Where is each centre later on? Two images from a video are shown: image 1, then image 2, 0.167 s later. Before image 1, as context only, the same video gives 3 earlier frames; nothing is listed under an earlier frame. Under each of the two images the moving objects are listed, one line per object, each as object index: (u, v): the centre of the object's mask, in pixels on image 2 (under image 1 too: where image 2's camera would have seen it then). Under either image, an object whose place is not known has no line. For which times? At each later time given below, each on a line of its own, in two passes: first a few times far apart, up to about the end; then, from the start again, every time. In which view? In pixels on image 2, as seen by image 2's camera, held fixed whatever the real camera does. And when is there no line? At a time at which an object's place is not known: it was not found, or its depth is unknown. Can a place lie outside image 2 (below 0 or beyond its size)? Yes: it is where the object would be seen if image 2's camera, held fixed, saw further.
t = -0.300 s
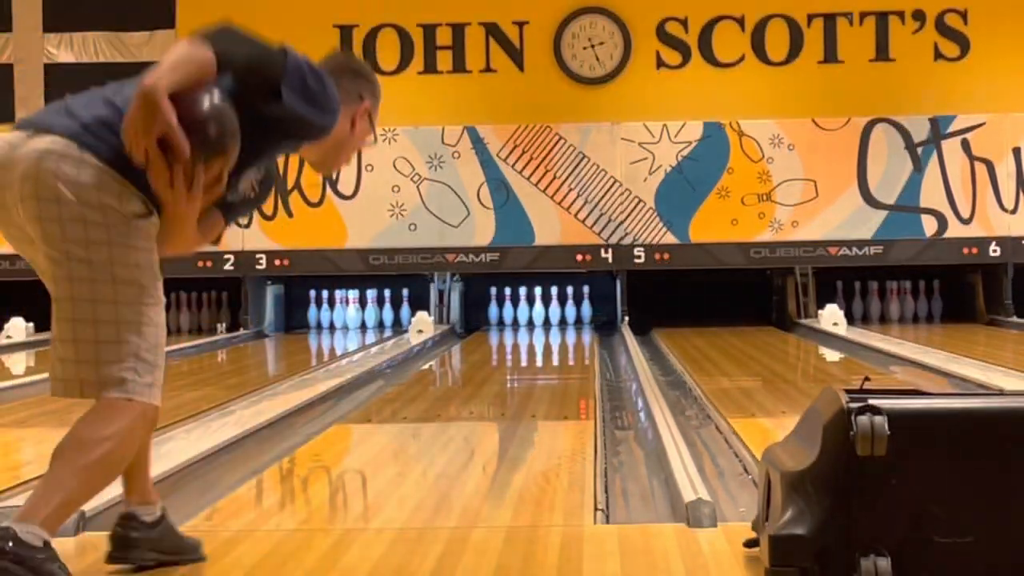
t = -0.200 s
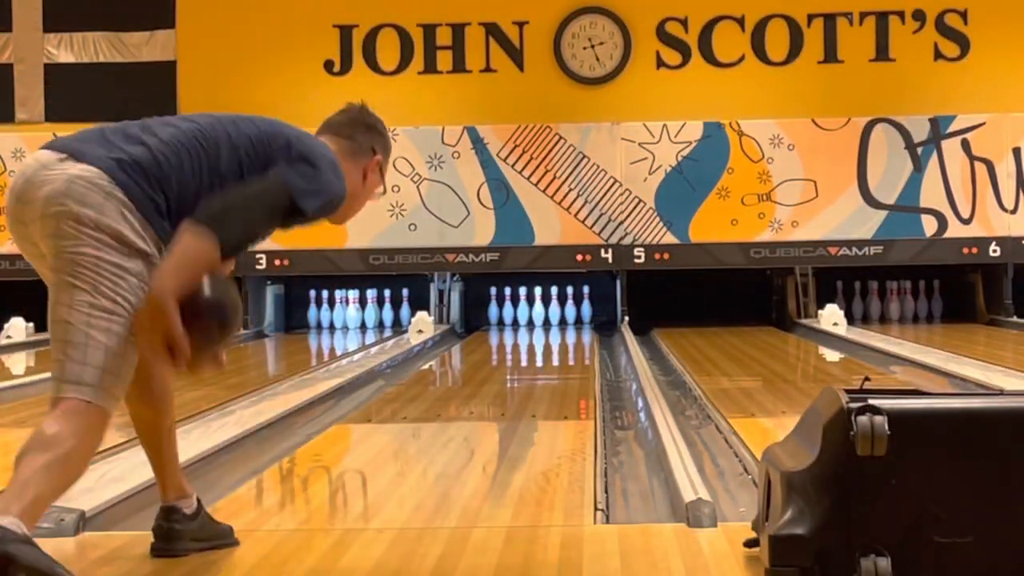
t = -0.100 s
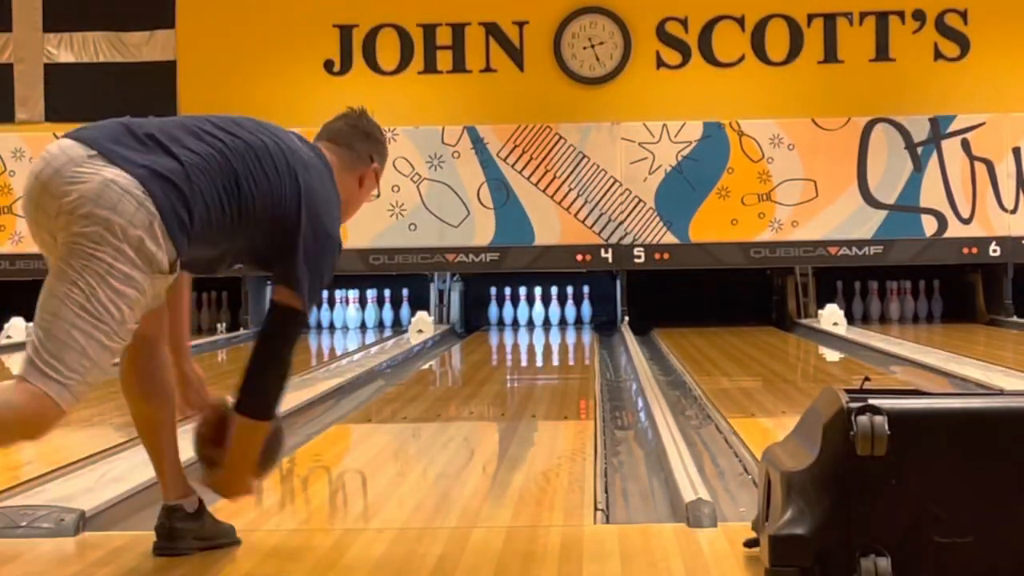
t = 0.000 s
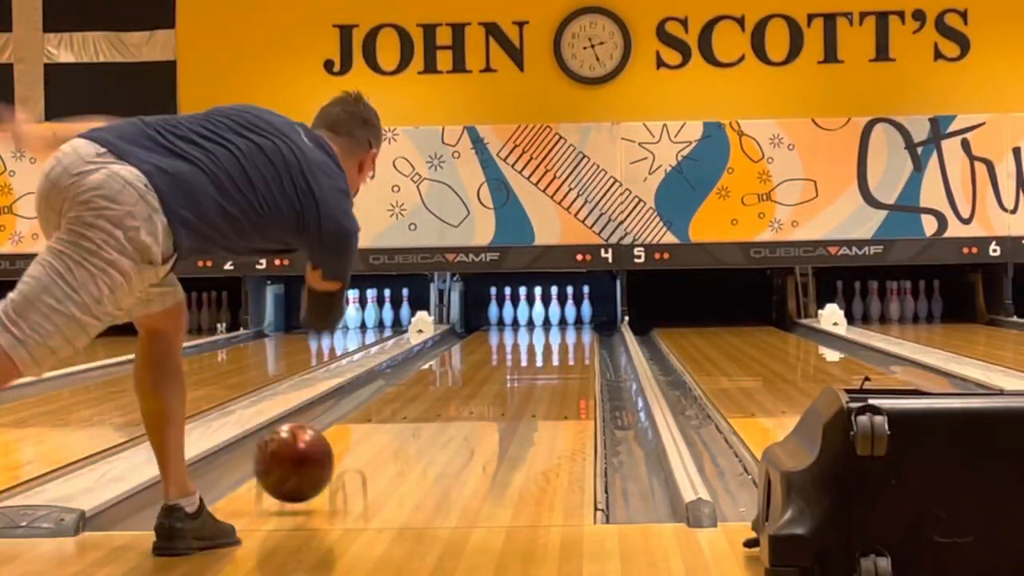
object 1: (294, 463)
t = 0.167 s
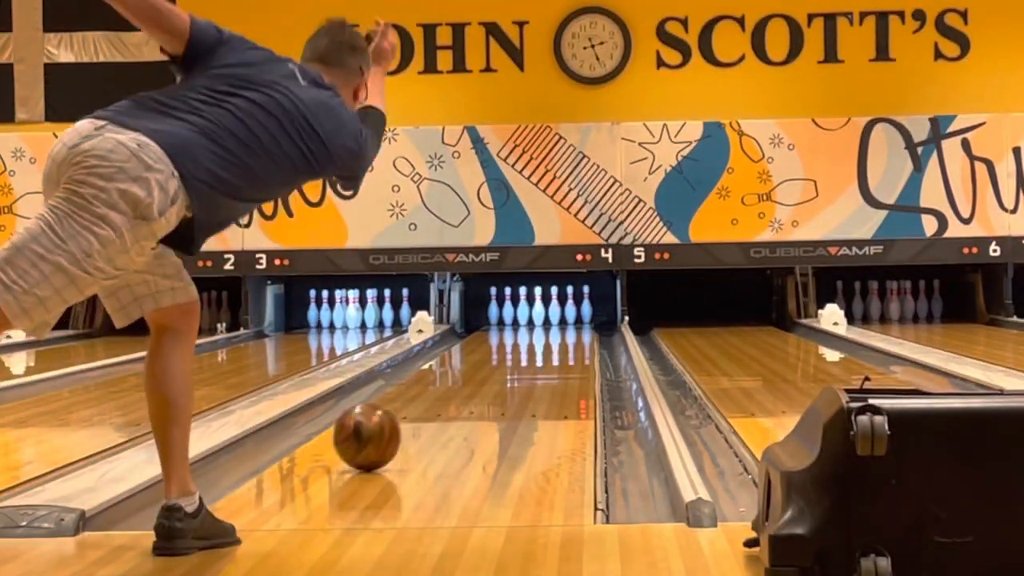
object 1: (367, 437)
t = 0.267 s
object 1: (400, 421)
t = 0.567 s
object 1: (470, 387)
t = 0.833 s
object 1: (512, 366)
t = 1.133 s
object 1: (544, 349)
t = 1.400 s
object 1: (562, 338)
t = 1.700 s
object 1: (574, 329)
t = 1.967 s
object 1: (572, 322)
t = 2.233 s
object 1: (558, 317)
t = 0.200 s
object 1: (378, 432)
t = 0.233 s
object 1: (390, 426)
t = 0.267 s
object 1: (400, 421)
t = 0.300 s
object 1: (409, 417)
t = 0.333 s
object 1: (419, 412)
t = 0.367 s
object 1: (427, 407)
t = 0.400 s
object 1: (436, 403)
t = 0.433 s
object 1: (443, 398)
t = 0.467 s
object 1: (451, 395)
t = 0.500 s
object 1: (458, 393)
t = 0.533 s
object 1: (464, 390)
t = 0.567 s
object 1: (470, 387)
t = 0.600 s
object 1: (477, 384)
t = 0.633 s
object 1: (483, 381)
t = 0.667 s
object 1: (488, 379)
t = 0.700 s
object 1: (494, 376)
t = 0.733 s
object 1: (499, 373)
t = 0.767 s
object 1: (503, 370)
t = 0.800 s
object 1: (508, 368)
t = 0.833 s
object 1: (512, 366)
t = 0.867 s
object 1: (516, 363)
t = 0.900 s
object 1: (520, 361)
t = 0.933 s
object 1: (524, 360)
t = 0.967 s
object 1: (527, 358)
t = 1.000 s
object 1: (531, 356)
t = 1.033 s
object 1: (534, 354)
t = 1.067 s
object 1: (537, 352)
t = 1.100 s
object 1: (540, 351)
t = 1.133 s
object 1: (544, 349)
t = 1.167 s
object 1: (546, 347)
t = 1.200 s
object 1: (548, 346)
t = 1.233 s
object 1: (551, 345)
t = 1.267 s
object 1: (553, 343)
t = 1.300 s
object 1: (556, 342)
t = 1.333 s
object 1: (558, 341)
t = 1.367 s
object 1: (561, 340)
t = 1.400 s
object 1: (562, 338)
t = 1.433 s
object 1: (563, 337)
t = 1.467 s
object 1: (565, 336)
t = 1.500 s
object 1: (567, 335)
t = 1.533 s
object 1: (569, 334)
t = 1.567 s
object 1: (570, 332)
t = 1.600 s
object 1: (571, 331)
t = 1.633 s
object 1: (573, 330)
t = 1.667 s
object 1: (574, 330)
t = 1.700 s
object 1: (574, 329)
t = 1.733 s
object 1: (575, 327)
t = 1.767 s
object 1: (574, 327)
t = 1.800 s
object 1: (575, 326)
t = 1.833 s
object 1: (574, 325)
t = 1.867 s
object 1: (574, 324)
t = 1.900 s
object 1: (573, 323)
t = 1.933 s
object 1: (573, 323)
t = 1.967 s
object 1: (572, 322)
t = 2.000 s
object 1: (571, 322)
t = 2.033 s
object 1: (569, 321)
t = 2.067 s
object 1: (568, 320)
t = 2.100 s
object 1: (566, 319)
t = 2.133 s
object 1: (564, 319)
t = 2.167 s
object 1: (562, 319)
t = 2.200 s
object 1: (559, 318)
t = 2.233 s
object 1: (558, 317)
